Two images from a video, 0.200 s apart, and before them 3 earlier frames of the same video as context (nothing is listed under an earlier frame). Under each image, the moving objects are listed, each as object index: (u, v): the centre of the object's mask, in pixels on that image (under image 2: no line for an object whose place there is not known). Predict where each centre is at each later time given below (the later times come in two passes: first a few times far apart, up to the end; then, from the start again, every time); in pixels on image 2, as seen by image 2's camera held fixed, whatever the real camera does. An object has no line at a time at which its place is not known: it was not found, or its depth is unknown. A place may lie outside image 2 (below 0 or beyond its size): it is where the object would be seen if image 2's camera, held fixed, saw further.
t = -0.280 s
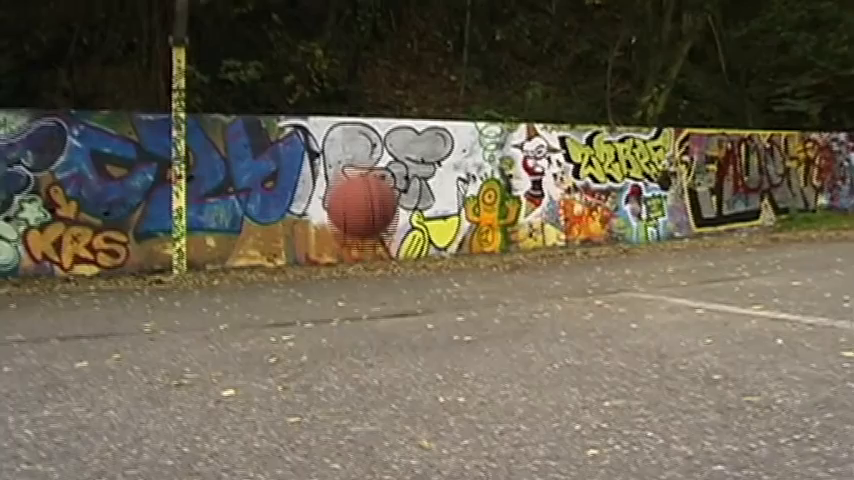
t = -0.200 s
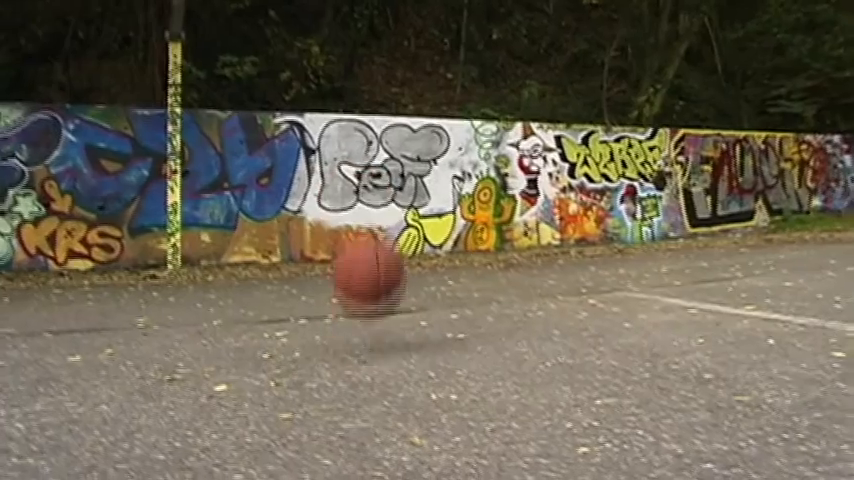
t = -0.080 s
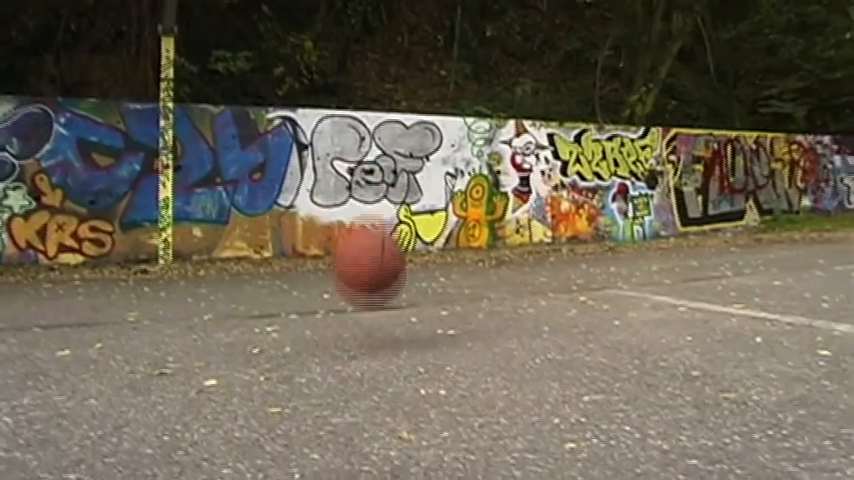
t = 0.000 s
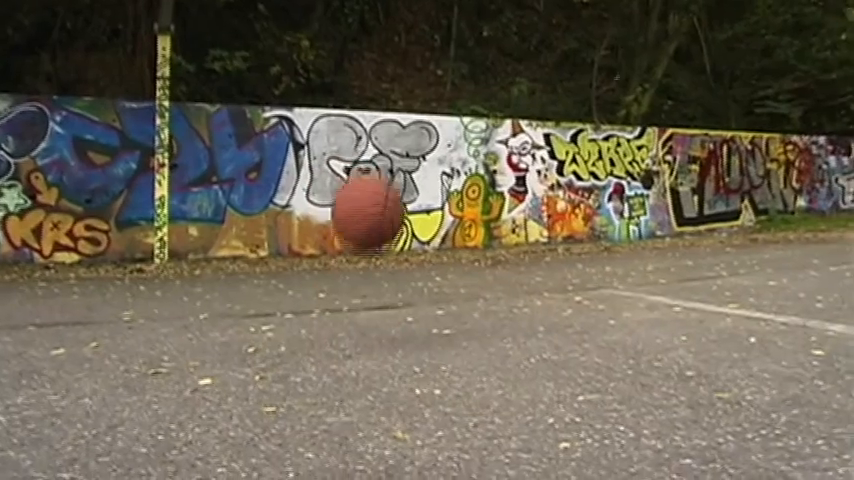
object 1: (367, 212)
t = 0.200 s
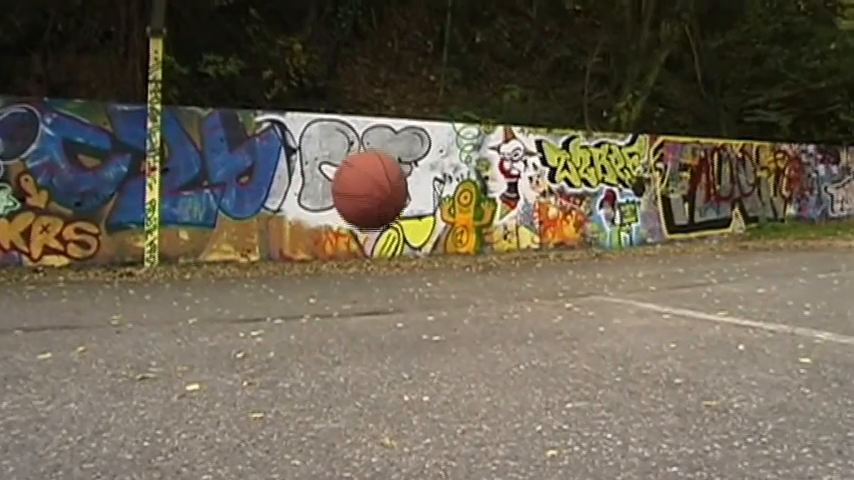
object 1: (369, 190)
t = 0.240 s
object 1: (372, 199)
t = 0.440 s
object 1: (387, 322)
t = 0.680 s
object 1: (406, 228)
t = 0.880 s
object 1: (428, 308)
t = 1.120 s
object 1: (449, 263)
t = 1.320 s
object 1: (471, 335)
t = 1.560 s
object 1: (489, 300)
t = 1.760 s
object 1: (508, 310)
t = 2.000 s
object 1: (532, 325)
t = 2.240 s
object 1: (551, 333)
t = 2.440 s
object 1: (564, 343)
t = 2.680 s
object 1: (582, 353)
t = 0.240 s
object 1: (372, 199)
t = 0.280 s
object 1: (375, 214)
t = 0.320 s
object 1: (377, 236)
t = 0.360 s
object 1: (380, 266)
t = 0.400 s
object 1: (385, 301)
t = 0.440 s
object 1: (387, 322)
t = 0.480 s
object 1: (391, 300)
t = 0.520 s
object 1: (393, 275)
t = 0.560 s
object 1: (396, 255)
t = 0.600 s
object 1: (399, 239)
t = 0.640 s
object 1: (403, 231)
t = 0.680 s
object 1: (406, 228)
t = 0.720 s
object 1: (410, 231)
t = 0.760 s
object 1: (413, 240)
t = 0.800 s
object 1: (418, 257)
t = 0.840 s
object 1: (424, 280)
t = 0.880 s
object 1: (428, 308)
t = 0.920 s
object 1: (432, 329)
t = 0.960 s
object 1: (435, 312)
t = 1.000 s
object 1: (438, 291)
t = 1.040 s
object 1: (442, 274)
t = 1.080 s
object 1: (446, 265)
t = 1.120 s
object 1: (449, 263)
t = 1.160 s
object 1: (453, 266)
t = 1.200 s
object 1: (457, 276)
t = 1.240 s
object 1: (461, 293)
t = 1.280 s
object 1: (466, 317)
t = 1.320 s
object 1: (471, 335)
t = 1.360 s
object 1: (473, 320)
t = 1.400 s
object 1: (476, 303)
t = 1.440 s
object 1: (480, 292)
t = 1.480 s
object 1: (483, 289)
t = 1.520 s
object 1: (485, 291)
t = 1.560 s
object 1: (489, 300)
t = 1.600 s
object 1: (494, 316)
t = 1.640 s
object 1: (498, 339)
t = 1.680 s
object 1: (501, 330)
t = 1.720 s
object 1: (505, 317)
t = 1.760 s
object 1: (508, 310)
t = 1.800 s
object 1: (512, 309)
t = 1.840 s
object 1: (516, 315)
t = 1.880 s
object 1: (521, 328)
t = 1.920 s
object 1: (526, 344)
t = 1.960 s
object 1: (528, 334)
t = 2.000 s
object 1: (532, 325)
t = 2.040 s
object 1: (535, 322)
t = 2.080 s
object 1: (538, 326)
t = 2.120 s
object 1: (542, 339)
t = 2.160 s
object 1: (546, 347)
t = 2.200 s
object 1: (548, 336)
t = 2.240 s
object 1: (551, 333)
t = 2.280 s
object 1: (553, 336)
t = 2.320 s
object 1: (557, 346)
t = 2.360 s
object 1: (559, 348)
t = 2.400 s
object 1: (562, 342)
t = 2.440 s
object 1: (564, 343)
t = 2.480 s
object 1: (568, 352)
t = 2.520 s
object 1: (571, 351)
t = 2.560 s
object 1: (573, 349)
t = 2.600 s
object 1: (576, 351)
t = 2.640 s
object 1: (580, 355)
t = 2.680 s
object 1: (582, 353)
